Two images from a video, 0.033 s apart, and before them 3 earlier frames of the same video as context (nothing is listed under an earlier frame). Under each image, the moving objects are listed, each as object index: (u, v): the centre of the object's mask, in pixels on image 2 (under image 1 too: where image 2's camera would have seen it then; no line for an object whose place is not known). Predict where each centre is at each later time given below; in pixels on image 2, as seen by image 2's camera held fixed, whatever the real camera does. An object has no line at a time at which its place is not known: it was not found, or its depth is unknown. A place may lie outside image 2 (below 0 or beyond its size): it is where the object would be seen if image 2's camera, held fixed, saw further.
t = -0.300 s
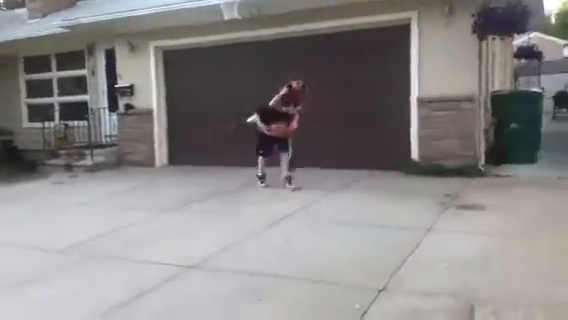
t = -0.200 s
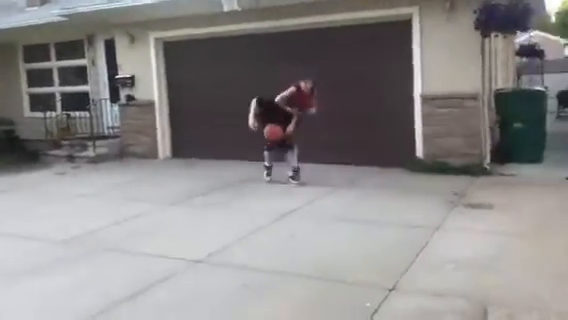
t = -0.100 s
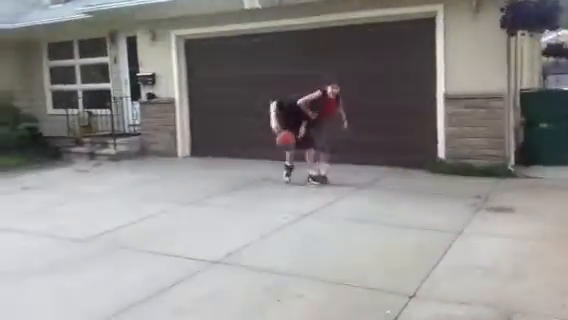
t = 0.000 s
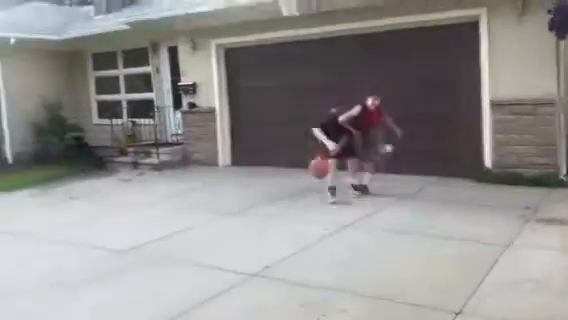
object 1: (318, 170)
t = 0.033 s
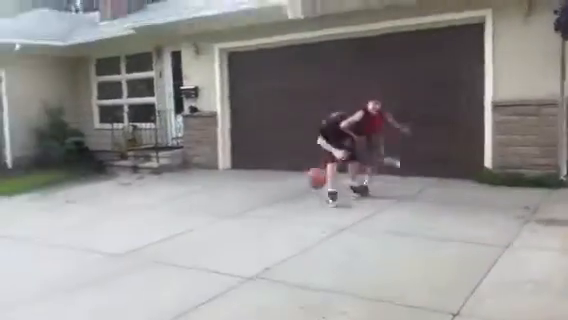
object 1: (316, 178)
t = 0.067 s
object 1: (316, 187)
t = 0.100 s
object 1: (314, 198)
